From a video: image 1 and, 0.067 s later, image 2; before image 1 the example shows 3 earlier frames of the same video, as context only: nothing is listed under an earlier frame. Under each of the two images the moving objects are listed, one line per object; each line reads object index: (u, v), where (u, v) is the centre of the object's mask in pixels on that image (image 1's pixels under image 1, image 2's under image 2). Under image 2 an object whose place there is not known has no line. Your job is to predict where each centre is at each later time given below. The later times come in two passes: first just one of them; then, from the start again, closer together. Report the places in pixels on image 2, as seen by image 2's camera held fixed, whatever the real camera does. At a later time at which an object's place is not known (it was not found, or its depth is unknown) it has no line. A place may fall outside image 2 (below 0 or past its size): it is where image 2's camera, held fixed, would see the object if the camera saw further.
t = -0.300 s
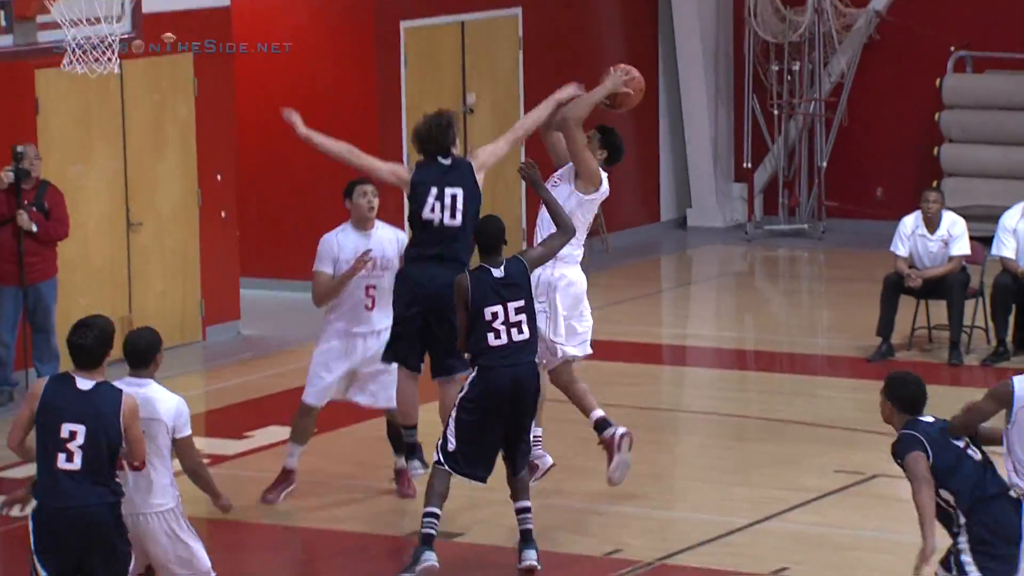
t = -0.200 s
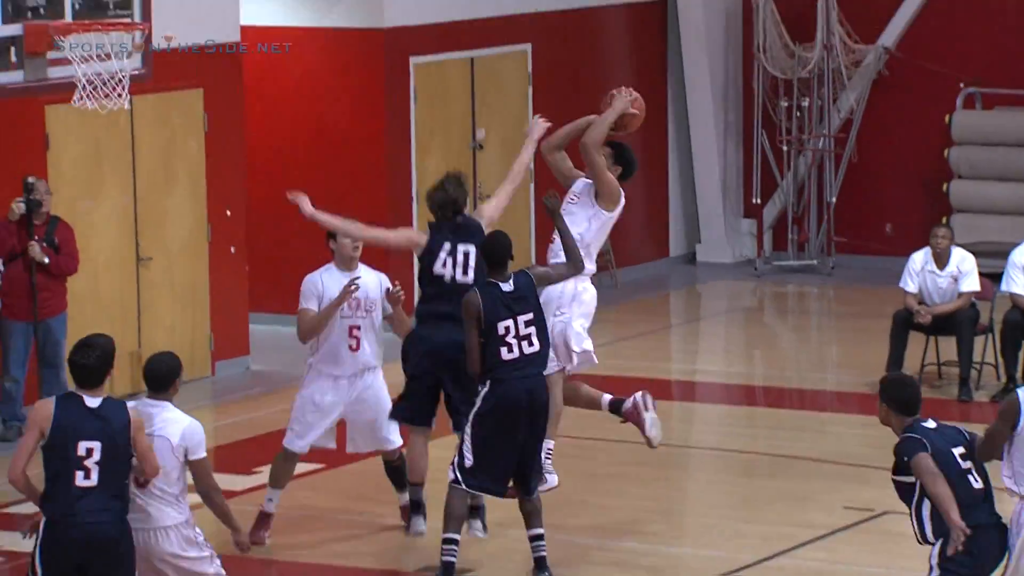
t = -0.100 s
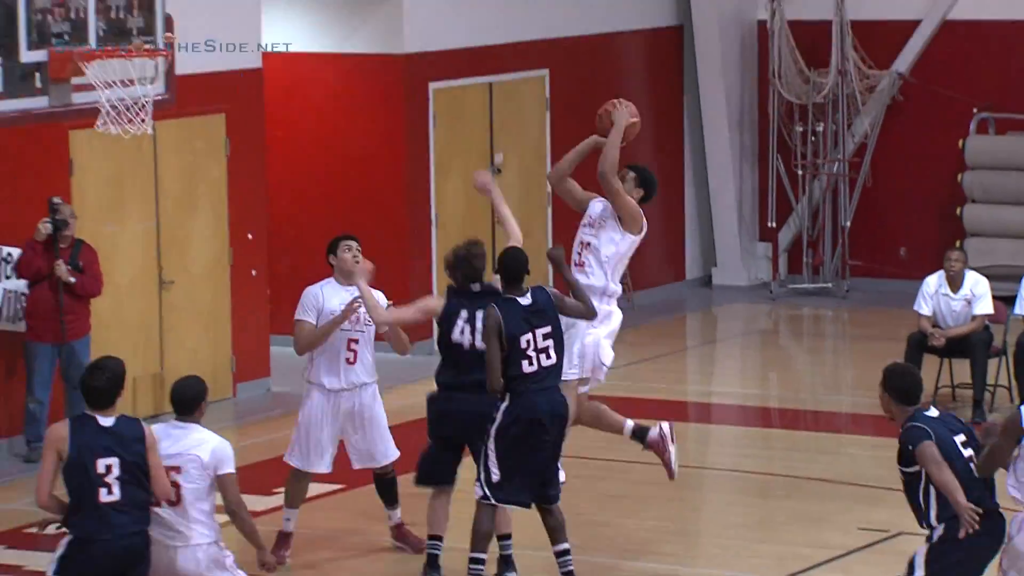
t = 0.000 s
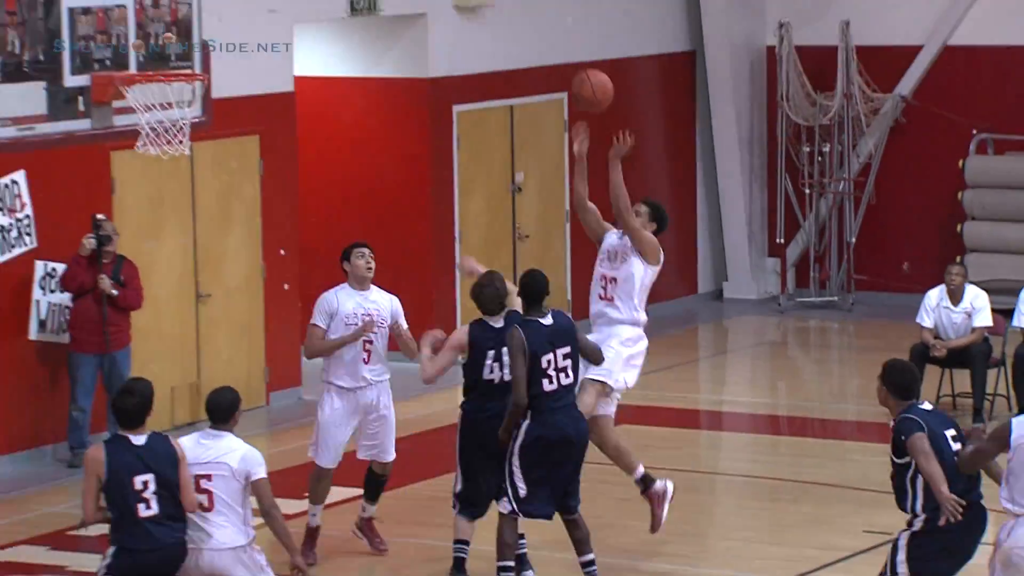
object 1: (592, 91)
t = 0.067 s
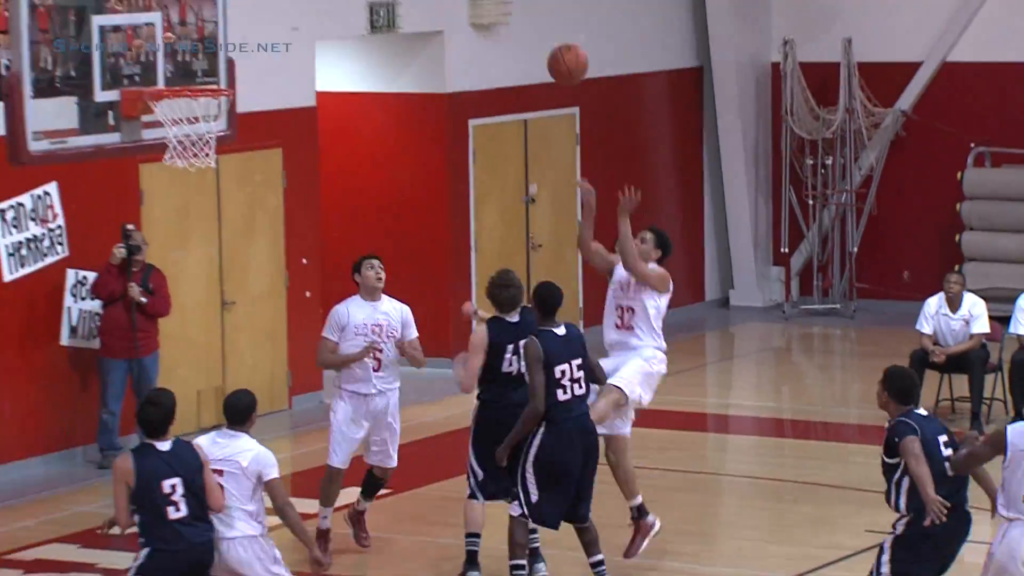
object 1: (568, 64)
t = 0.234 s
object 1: (482, -6)
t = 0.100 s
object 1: (550, 46)
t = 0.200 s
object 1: (498, 4)
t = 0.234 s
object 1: (482, -6)
